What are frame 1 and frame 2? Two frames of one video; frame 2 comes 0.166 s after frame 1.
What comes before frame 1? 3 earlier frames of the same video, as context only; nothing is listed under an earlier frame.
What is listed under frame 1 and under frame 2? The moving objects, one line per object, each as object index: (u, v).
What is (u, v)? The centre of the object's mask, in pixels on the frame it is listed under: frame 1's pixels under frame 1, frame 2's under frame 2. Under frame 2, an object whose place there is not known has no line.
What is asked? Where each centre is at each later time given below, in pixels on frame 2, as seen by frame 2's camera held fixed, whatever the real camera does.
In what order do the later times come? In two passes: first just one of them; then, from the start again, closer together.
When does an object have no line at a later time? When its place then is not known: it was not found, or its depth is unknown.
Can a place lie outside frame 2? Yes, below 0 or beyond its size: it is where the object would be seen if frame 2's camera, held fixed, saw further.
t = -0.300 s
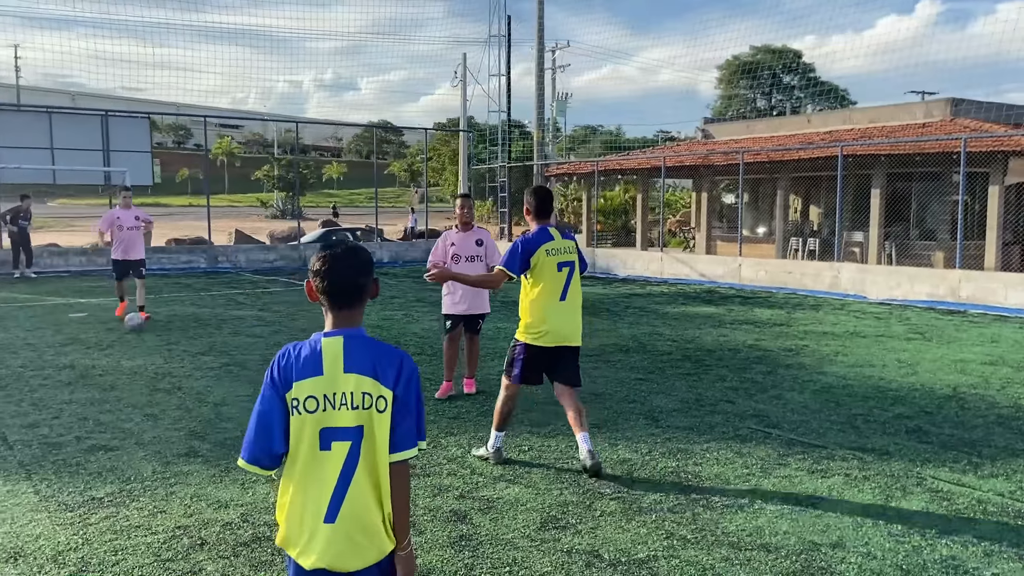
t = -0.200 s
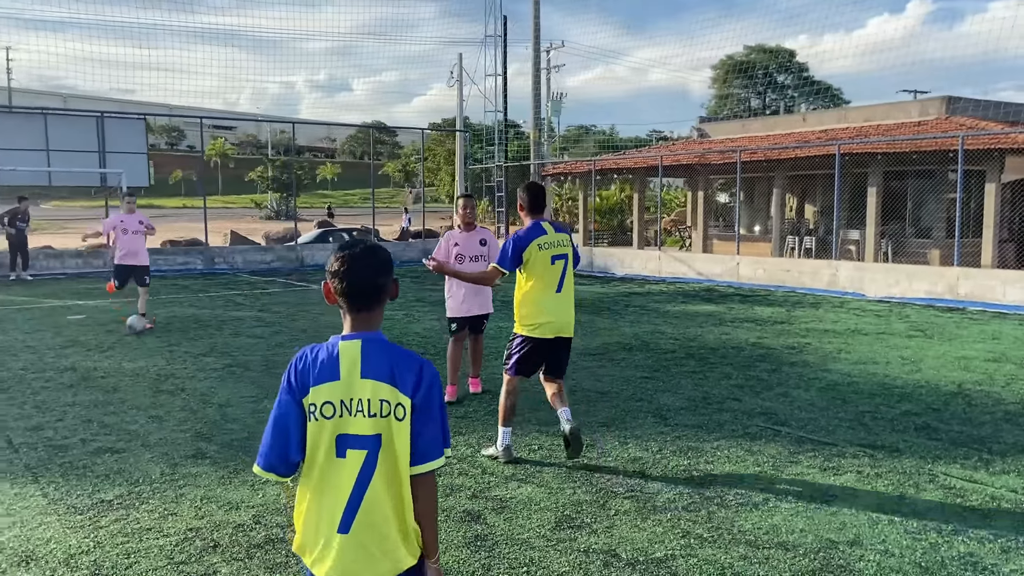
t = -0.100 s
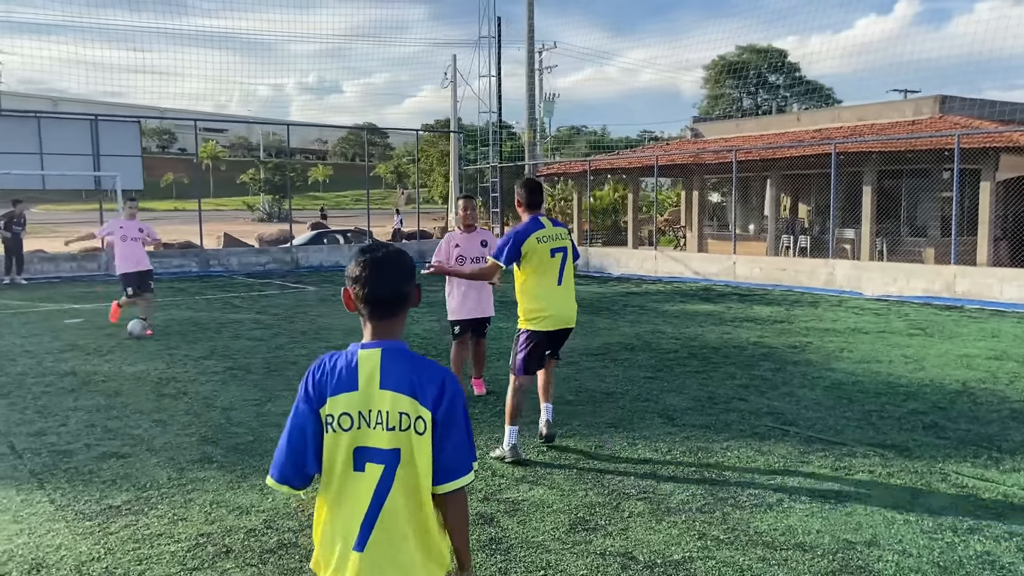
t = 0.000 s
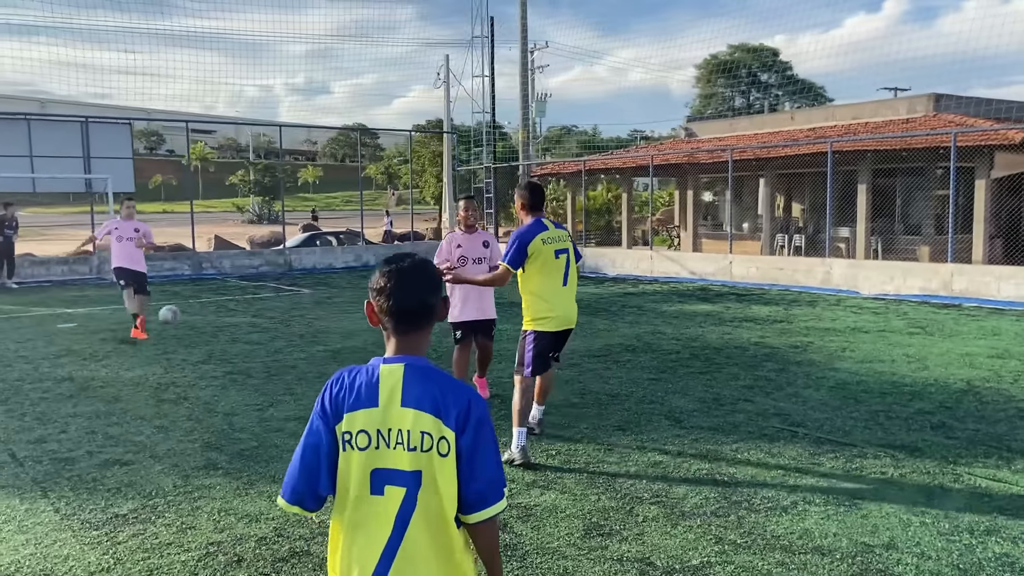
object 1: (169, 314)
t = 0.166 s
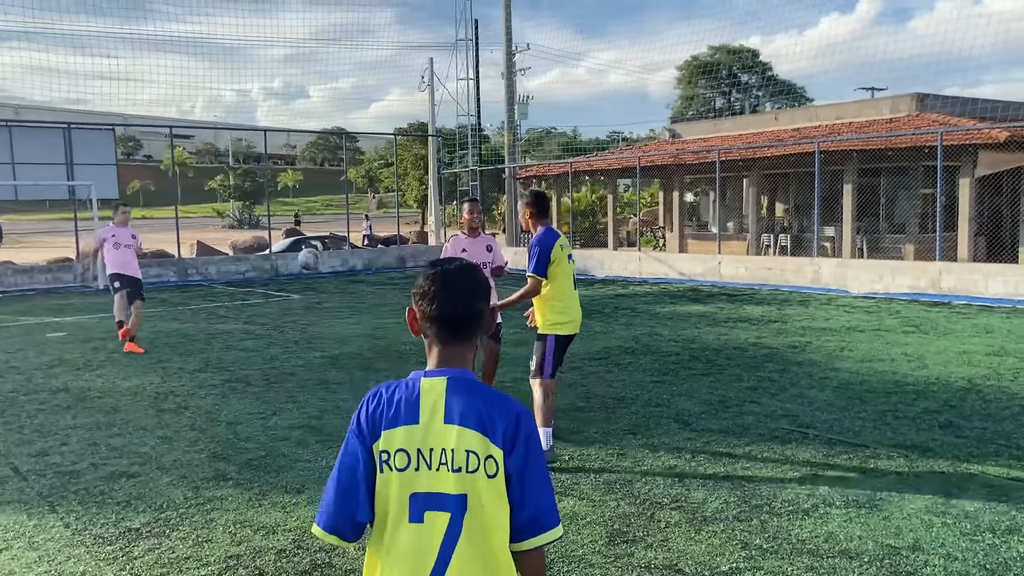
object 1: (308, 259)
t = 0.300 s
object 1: (460, 218)
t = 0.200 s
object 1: (344, 247)
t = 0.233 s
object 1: (381, 238)
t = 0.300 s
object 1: (460, 218)
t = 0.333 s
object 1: (505, 208)
